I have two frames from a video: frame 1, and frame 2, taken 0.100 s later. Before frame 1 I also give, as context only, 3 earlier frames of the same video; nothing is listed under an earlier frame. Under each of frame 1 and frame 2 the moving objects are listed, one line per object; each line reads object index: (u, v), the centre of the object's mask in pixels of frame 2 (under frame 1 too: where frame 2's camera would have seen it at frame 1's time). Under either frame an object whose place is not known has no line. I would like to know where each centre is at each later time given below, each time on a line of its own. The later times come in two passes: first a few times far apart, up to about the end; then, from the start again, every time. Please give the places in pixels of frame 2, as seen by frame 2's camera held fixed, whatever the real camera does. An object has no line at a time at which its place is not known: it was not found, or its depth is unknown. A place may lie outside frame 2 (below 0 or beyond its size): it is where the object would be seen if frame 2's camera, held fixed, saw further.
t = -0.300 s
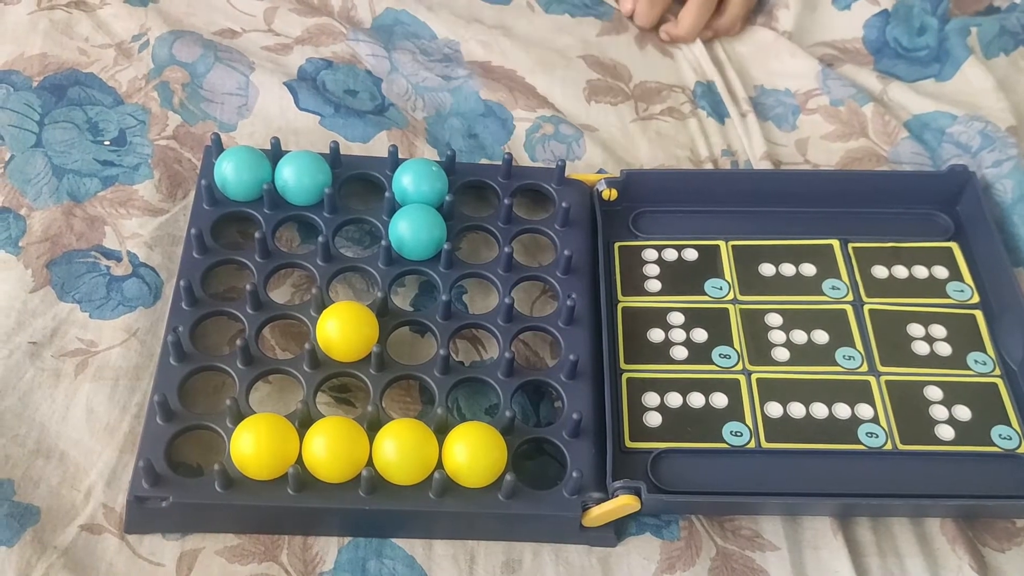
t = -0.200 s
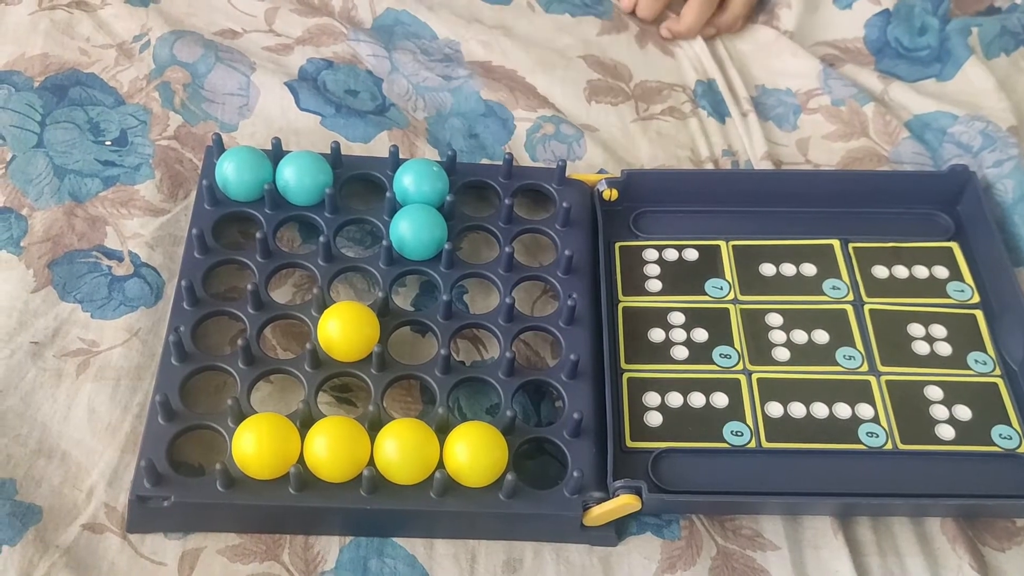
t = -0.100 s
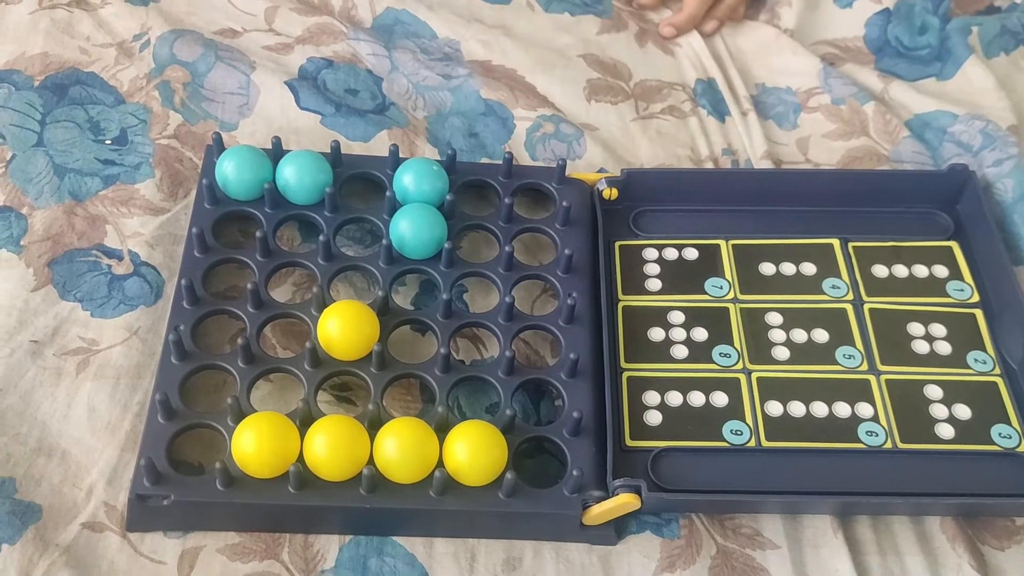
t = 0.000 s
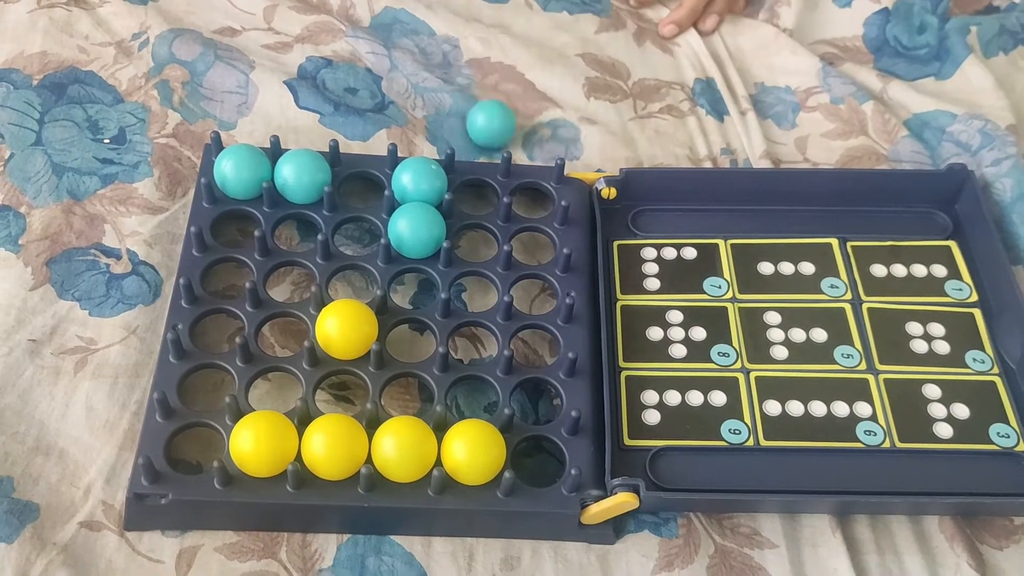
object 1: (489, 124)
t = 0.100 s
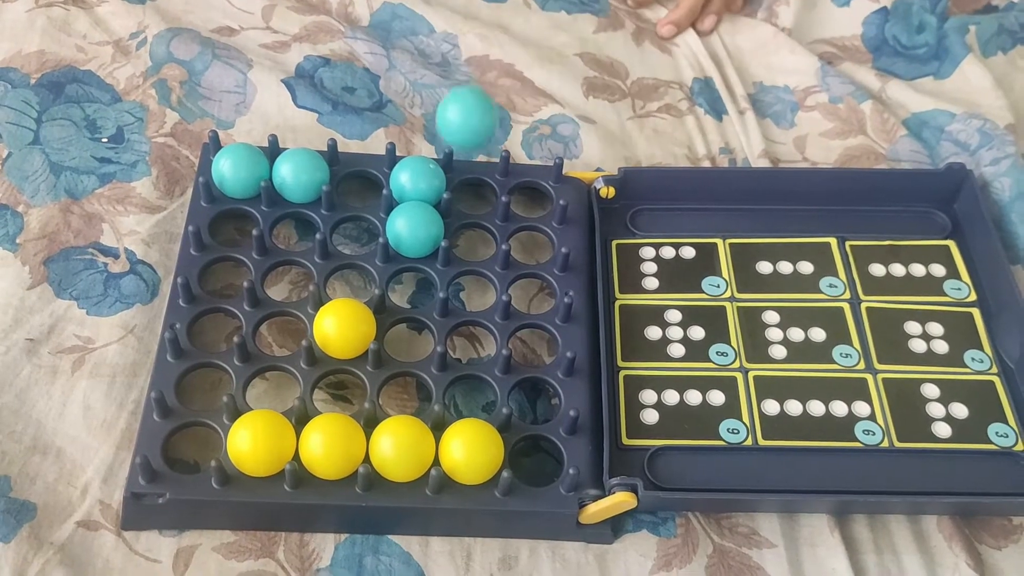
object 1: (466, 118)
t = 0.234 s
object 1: (402, 331)
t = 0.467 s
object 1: (340, 383)
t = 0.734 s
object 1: (338, 383)
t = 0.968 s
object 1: (338, 383)
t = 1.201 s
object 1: (338, 383)
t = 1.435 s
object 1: (338, 383)
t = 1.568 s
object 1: (338, 383)
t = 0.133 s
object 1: (455, 160)
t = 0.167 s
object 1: (446, 216)
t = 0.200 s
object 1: (433, 300)
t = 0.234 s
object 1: (402, 331)
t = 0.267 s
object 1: (383, 350)
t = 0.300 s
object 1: (371, 362)
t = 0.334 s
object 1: (361, 362)
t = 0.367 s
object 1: (346, 370)
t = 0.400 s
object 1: (338, 383)
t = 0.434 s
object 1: (337, 382)
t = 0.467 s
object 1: (340, 383)
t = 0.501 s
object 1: (338, 383)
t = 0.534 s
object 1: (338, 383)
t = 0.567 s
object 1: (338, 383)
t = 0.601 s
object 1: (338, 383)
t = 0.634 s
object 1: (338, 383)
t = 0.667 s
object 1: (338, 383)
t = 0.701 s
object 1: (338, 383)
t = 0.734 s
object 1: (338, 383)
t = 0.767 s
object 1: (338, 383)
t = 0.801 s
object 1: (338, 383)
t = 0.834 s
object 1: (338, 383)
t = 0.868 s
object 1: (338, 383)
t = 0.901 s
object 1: (338, 383)
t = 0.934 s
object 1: (338, 383)
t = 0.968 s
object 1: (338, 383)
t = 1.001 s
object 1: (338, 383)
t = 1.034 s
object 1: (338, 383)
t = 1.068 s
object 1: (338, 383)
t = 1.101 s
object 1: (338, 383)
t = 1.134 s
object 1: (338, 383)
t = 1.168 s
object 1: (338, 383)
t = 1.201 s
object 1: (338, 383)
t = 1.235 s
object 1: (338, 383)
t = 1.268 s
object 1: (338, 383)
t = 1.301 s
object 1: (338, 383)
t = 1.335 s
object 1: (338, 383)
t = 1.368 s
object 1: (338, 383)
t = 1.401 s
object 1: (338, 383)
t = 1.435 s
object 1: (338, 383)
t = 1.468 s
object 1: (338, 383)
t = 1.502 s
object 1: (338, 383)
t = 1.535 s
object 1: (338, 383)
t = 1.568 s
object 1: (338, 383)
